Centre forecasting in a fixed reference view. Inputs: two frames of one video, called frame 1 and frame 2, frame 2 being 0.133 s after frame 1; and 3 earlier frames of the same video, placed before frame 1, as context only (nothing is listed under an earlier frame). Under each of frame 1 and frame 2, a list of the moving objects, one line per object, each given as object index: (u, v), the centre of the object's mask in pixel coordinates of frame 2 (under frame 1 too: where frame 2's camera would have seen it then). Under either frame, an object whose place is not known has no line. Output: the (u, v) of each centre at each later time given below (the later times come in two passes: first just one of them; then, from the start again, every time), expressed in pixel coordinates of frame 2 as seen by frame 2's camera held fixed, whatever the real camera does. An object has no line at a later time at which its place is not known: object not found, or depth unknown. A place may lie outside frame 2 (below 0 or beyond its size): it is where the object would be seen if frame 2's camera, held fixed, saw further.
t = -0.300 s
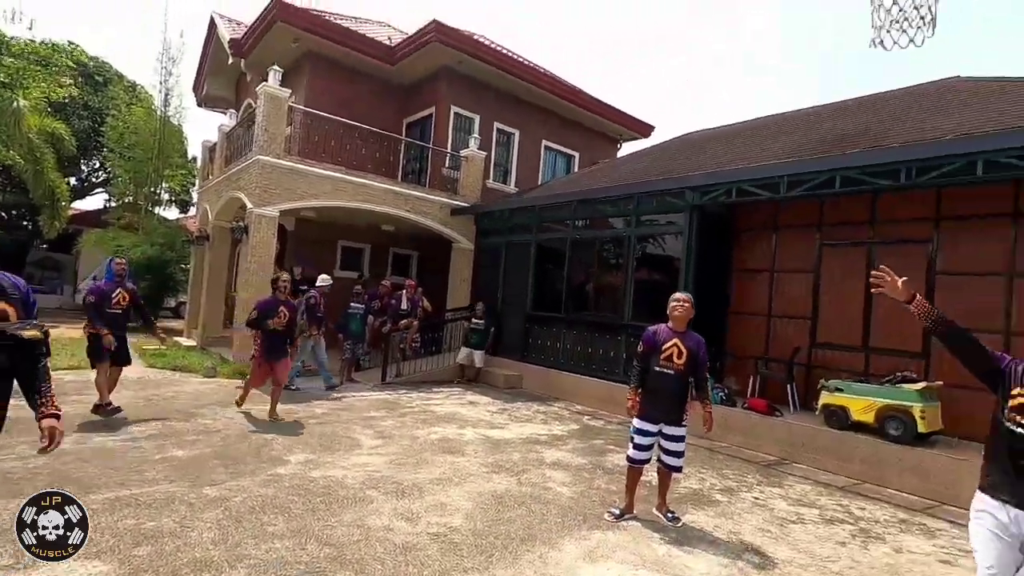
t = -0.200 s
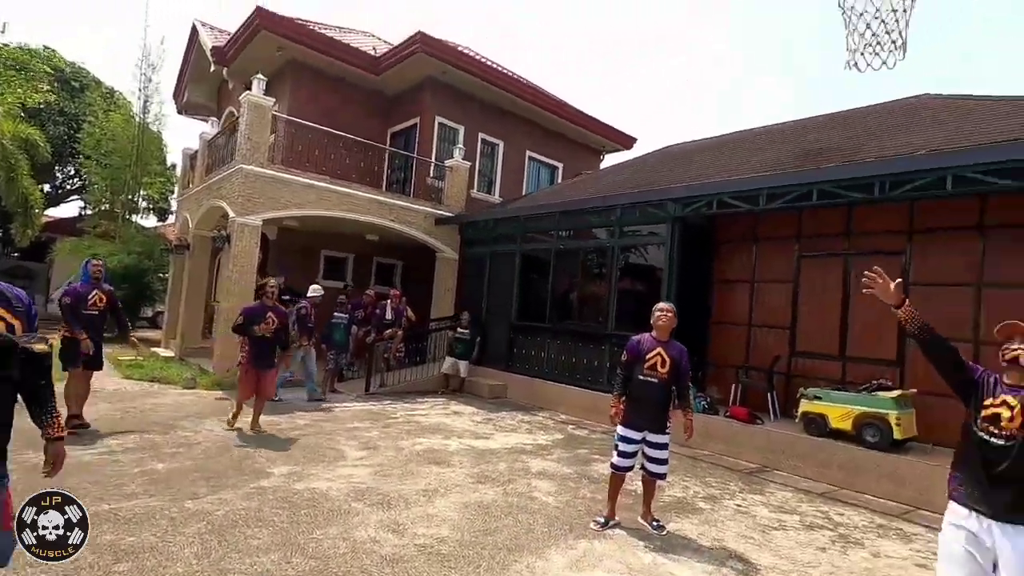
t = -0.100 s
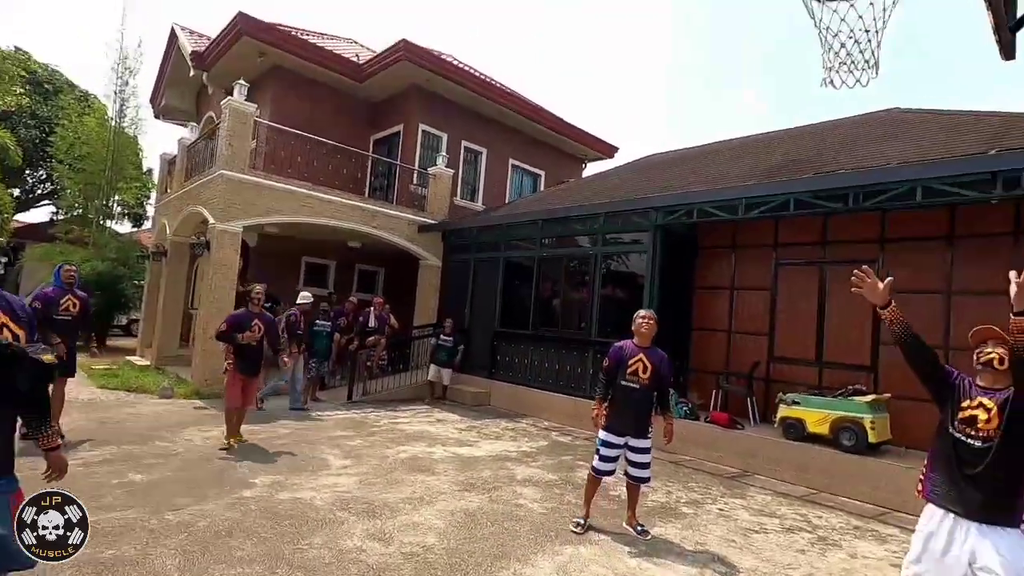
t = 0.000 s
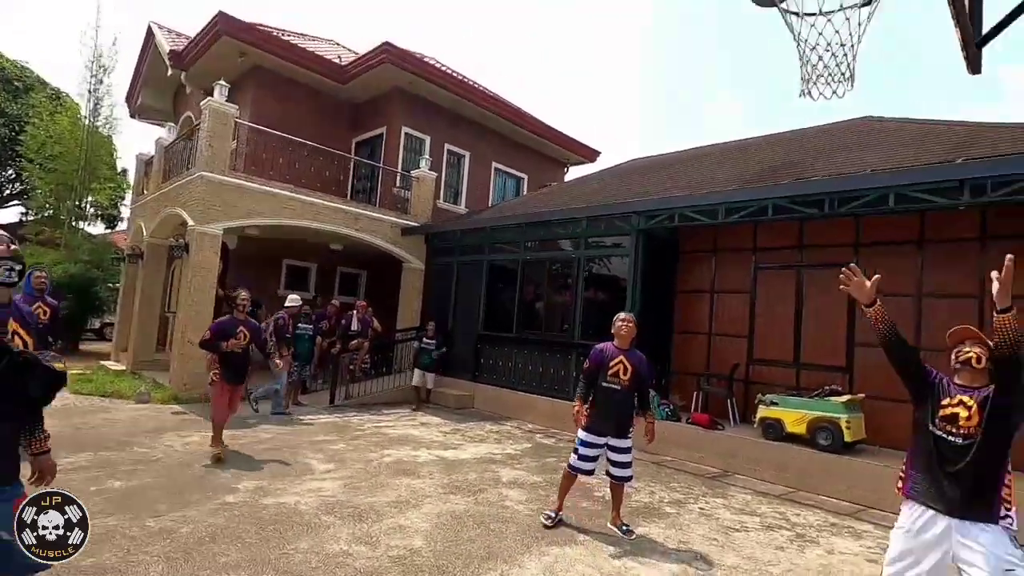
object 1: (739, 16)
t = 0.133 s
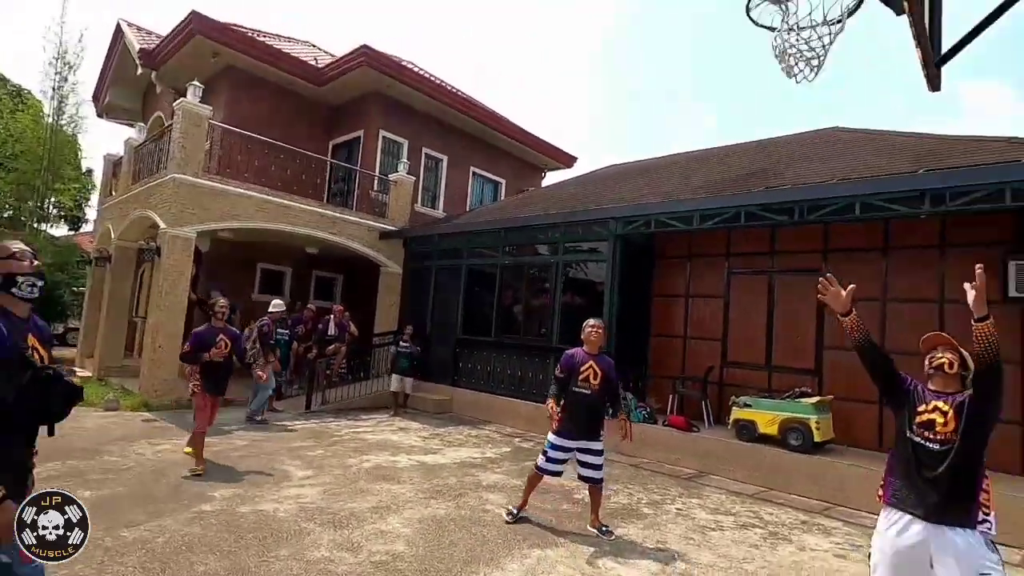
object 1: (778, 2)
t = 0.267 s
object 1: (825, -4)
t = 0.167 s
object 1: (789, -1)
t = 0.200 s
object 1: (801, -3)
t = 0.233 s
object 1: (813, -4)
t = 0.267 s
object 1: (825, -4)
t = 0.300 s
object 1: (837, -3)
